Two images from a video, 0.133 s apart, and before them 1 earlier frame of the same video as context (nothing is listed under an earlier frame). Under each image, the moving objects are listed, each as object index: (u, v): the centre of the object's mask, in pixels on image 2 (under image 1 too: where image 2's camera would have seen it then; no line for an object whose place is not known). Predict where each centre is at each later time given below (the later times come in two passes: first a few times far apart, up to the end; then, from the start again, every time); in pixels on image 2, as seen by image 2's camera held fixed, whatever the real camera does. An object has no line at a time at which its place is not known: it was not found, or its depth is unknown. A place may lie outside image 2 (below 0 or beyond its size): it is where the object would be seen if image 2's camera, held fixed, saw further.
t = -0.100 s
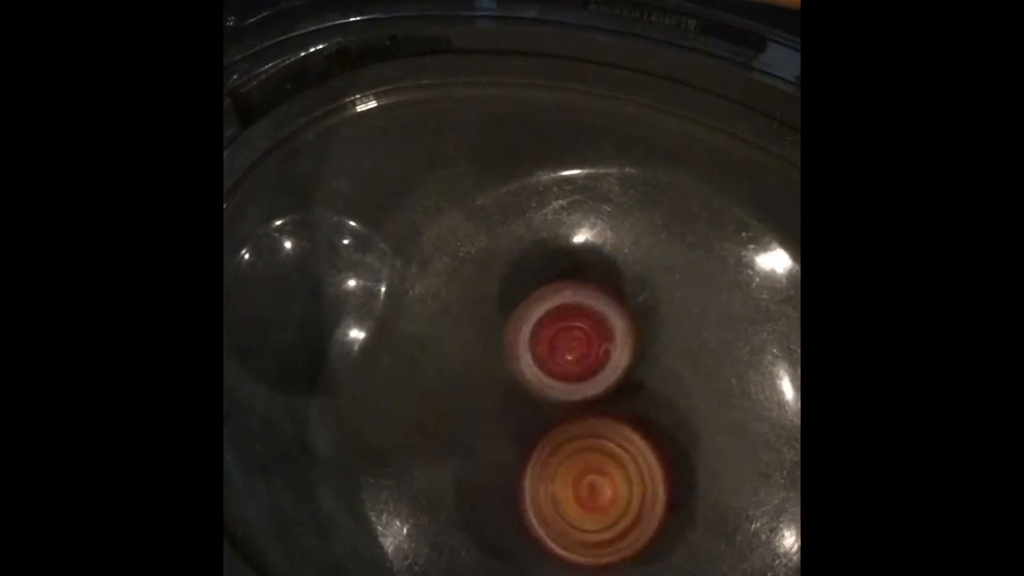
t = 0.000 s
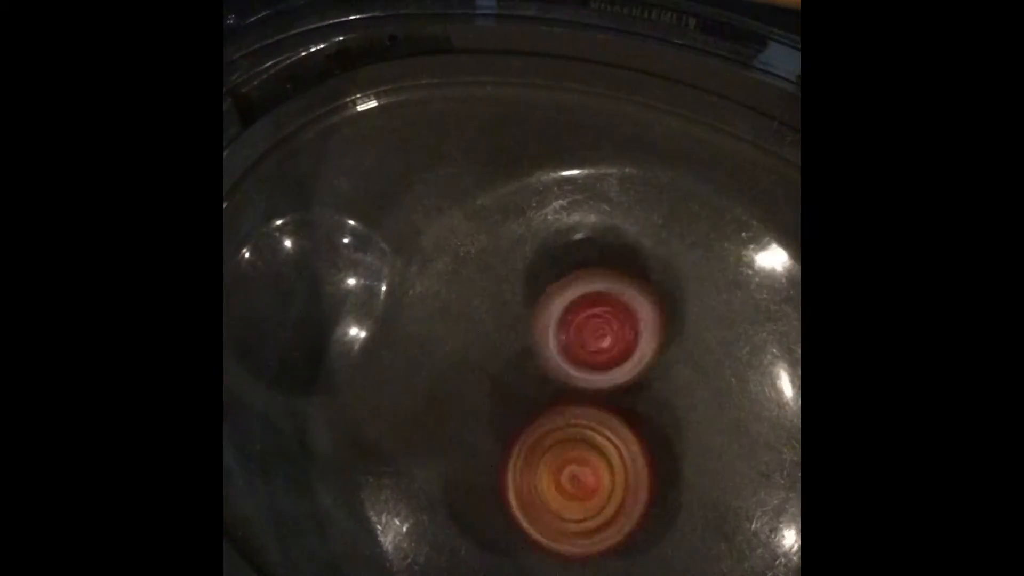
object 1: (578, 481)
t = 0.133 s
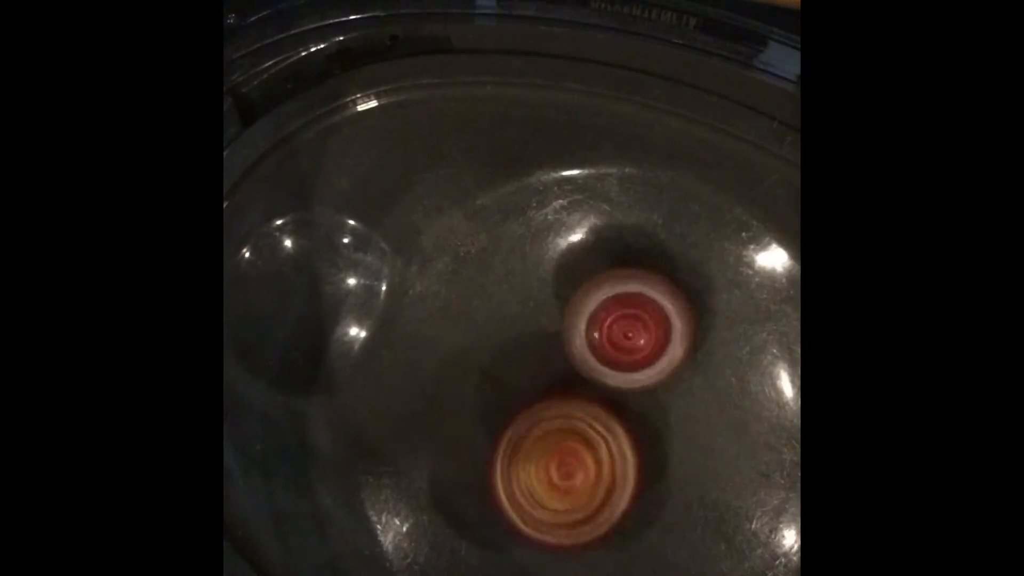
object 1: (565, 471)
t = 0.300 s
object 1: (548, 455)
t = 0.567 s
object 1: (545, 434)
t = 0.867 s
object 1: (570, 405)
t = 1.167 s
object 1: (595, 391)
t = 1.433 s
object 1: (612, 392)
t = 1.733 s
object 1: (632, 417)
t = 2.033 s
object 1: (635, 472)
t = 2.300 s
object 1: (631, 491)
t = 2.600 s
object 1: (574, 491)
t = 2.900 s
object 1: (520, 442)
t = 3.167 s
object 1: (522, 373)
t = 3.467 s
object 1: (621, 317)
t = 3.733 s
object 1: (727, 352)
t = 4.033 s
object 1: (715, 495)
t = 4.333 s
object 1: (592, 549)
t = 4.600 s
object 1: (505, 494)
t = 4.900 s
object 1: (464, 342)
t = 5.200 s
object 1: (611, 328)
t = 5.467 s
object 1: (728, 424)
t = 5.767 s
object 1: (742, 486)
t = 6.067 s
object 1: (628, 483)
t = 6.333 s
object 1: (583, 454)
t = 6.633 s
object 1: (595, 394)
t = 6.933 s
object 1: (629, 381)
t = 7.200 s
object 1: (637, 390)
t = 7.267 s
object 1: (638, 393)
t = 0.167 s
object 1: (563, 467)
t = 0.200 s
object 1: (560, 463)
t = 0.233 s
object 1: (553, 460)
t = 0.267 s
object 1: (550, 458)
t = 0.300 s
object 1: (548, 455)
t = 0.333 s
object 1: (546, 454)
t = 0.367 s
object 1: (545, 451)
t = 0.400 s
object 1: (543, 450)
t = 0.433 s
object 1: (543, 447)
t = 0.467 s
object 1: (544, 445)
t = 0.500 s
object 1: (544, 442)
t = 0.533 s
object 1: (545, 438)
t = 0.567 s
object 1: (545, 434)
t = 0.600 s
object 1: (547, 431)
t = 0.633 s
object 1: (548, 428)
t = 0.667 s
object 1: (550, 425)
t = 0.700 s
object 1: (552, 421)
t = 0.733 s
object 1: (555, 418)
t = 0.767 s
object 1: (559, 415)
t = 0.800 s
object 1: (562, 412)
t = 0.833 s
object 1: (566, 408)
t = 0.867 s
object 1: (570, 405)
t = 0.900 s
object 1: (573, 403)
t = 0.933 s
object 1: (576, 401)
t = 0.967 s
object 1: (579, 400)
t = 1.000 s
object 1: (581, 399)
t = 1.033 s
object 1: (585, 395)
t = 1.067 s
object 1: (589, 395)
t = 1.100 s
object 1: (590, 394)
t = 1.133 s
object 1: (591, 394)
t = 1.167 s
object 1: (595, 391)
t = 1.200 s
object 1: (598, 392)
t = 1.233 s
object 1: (602, 390)
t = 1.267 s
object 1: (605, 391)
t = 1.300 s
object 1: (607, 389)
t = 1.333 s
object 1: (608, 389)
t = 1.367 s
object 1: (609, 389)
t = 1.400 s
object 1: (610, 390)
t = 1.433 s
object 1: (612, 392)
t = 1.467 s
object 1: (618, 393)
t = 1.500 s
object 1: (619, 395)
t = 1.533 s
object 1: (621, 397)
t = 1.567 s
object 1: (624, 401)
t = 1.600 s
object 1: (626, 403)
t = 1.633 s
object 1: (627, 405)
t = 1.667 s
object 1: (628, 408)
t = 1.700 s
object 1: (630, 412)
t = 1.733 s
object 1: (632, 417)
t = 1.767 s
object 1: (634, 423)
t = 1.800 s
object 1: (635, 426)
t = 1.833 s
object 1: (635, 432)
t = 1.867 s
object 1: (635, 437)
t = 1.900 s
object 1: (635, 443)
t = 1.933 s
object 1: (635, 446)
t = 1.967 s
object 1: (634, 454)
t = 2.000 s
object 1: (635, 464)
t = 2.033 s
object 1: (635, 472)
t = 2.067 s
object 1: (636, 477)
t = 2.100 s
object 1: (635, 483)
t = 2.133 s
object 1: (634, 486)
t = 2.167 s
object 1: (634, 489)
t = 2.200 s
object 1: (634, 489)
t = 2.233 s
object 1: (633, 490)
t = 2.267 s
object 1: (631, 492)
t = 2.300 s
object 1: (631, 491)
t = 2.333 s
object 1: (627, 493)
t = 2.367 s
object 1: (620, 496)
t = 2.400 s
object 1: (616, 495)
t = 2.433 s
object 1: (611, 495)
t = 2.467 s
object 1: (603, 496)
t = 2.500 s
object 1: (597, 496)
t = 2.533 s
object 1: (591, 494)
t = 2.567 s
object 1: (582, 492)
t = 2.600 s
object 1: (574, 491)
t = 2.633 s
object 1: (567, 487)
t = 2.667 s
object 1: (559, 484)
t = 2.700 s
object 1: (553, 481)
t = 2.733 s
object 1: (545, 475)
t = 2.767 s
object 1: (539, 468)
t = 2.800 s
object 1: (533, 462)
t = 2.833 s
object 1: (526, 457)
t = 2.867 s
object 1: (523, 450)
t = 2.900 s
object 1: (520, 442)
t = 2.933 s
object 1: (517, 436)
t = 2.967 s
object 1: (518, 430)
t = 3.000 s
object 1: (518, 421)
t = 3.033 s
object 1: (517, 406)
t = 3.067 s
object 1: (516, 397)
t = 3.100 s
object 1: (516, 389)
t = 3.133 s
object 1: (517, 384)
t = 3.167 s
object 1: (522, 373)
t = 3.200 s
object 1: (526, 366)
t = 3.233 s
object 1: (533, 361)
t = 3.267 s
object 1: (539, 355)
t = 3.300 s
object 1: (548, 351)
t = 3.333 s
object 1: (561, 342)
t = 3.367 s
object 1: (581, 328)
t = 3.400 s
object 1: (594, 323)
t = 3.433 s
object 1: (609, 318)
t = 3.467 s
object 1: (621, 317)
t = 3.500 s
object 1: (633, 317)
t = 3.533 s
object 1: (648, 318)
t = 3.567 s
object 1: (664, 320)
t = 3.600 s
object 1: (685, 321)
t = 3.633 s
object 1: (701, 326)
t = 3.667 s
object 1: (714, 334)
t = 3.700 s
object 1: (723, 343)
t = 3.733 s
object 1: (727, 352)
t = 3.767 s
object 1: (730, 363)
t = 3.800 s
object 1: (734, 375)
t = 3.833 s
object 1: (737, 390)
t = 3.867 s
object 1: (739, 404)
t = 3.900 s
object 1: (737, 425)
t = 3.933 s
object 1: (736, 440)
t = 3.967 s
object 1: (731, 459)
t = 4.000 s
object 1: (726, 477)
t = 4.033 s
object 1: (715, 495)
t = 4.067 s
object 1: (706, 507)
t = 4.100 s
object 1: (691, 518)
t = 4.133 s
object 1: (678, 526)
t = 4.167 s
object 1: (662, 532)
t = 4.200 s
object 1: (648, 536)
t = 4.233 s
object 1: (632, 540)
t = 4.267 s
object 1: (619, 545)
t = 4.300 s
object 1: (603, 548)
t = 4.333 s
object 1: (592, 549)
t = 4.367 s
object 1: (580, 549)
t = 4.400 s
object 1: (568, 547)
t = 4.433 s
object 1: (556, 543)
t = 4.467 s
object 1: (545, 538)
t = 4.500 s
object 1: (535, 530)
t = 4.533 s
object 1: (525, 522)
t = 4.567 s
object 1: (516, 510)
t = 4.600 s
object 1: (505, 494)
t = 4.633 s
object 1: (491, 473)
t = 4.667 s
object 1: (481, 456)
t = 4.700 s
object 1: (472, 436)
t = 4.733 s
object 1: (465, 422)
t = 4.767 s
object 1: (454, 407)
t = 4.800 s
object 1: (450, 389)
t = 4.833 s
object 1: (451, 371)
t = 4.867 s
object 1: (456, 358)
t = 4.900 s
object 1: (464, 342)
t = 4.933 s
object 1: (473, 331)
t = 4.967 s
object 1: (482, 324)
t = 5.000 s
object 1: (498, 317)
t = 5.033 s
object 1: (511, 316)
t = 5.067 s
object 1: (528, 315)
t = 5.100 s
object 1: (546, 316)
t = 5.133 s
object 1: (568, 318)
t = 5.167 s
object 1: (590, 323)
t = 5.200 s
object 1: (611, 328)
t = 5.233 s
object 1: (631, 337)
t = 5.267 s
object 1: (648, 346)
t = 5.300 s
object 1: (666, 359)
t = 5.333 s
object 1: (678, 373)
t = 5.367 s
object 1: (691, 388)
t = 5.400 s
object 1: (703, 401)
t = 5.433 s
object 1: (717, 414)
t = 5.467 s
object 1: (728, 424)
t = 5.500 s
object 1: (733, 432)
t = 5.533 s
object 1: (737, 442)
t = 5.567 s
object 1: (739, 449)
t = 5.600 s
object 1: (742, 457)
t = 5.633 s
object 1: (744, 466)
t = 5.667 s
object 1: (748, 473)
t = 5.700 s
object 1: (749, 482)
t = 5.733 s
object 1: (746, 488)
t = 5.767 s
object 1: (742, 486)
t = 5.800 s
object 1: (734, 488)
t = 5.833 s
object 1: (718, 488)
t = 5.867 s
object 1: (702, 486)
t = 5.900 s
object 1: (683, 483)
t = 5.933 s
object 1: (665, 486)
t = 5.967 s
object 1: (658, 497)
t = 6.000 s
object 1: (644, 497)
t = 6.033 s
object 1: (636, 489)
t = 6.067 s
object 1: (628, 483)
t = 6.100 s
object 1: (621, 474)
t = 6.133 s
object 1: (617, 467)
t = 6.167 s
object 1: (614, 467)
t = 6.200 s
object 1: (610, 467)
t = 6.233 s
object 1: (605, 464)
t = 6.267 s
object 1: (596, 465)
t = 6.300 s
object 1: (588, 460)
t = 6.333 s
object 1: (583, 454)
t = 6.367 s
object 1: (581, 448)
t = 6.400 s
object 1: (580, 436)
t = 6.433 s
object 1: (582, 427)
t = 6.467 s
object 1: (583, 416)
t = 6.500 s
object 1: (586, 409)
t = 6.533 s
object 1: (587, 405)
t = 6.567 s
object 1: (589, 401)
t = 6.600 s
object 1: (591, 397)
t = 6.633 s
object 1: (595, 394)
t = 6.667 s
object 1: (595, 390)
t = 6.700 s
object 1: (597, 387)
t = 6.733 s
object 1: (598, 383)
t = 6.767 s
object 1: (604, 381)
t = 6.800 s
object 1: (610, 380)
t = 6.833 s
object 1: (616, 380)
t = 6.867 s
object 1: (621, 379)
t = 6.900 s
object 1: (626, 380)
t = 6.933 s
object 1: (629, 381)
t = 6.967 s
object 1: (629, 382)
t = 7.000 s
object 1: (631, 383)
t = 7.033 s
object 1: (631, 382)
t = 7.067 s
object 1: (631, 383)
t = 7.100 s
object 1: (632, 384)
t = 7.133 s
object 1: (634, 386)
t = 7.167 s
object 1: (635, 388)
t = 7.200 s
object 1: (637, 390)
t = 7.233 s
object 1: (638, 392)
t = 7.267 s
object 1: (638, 393)
